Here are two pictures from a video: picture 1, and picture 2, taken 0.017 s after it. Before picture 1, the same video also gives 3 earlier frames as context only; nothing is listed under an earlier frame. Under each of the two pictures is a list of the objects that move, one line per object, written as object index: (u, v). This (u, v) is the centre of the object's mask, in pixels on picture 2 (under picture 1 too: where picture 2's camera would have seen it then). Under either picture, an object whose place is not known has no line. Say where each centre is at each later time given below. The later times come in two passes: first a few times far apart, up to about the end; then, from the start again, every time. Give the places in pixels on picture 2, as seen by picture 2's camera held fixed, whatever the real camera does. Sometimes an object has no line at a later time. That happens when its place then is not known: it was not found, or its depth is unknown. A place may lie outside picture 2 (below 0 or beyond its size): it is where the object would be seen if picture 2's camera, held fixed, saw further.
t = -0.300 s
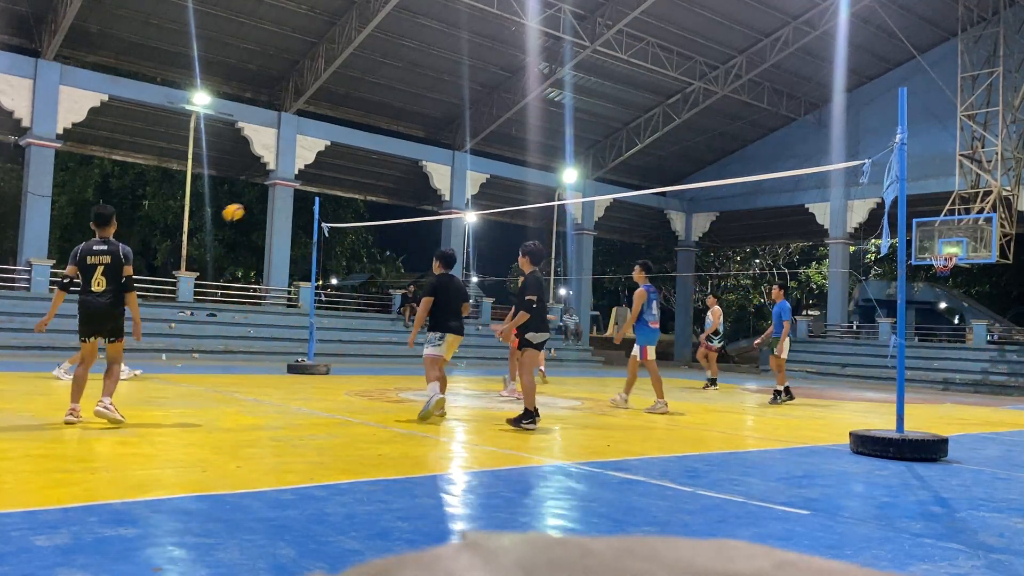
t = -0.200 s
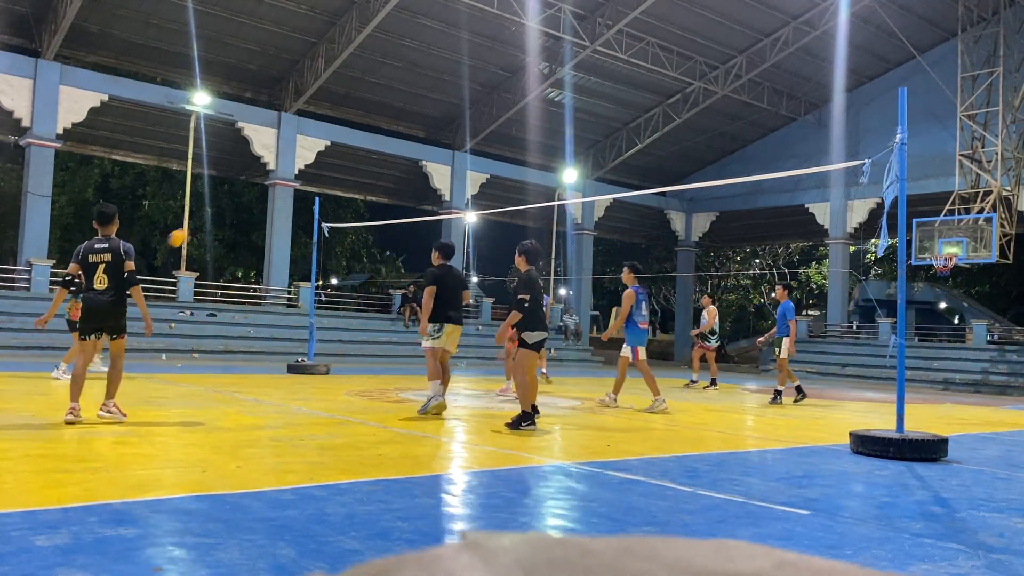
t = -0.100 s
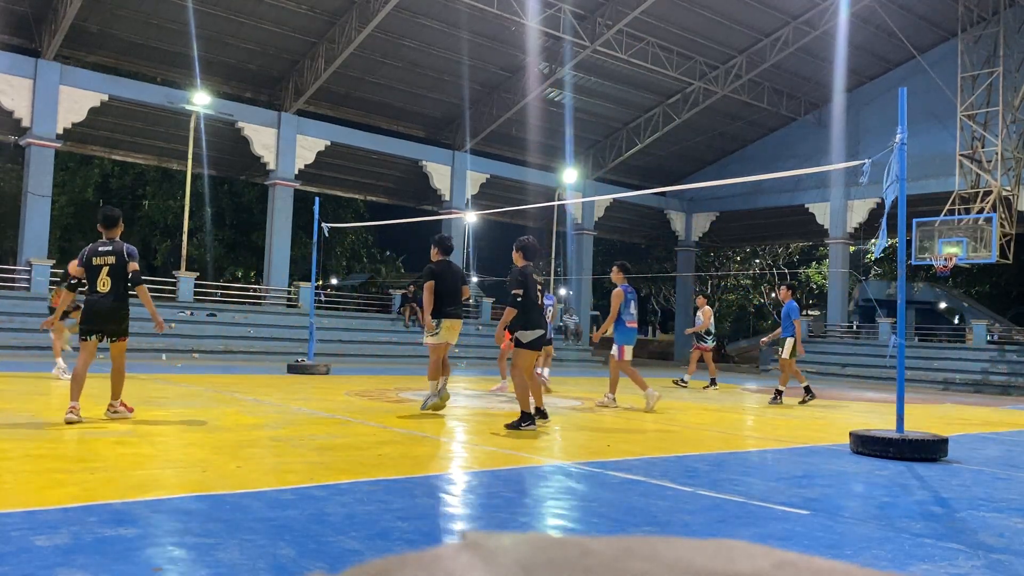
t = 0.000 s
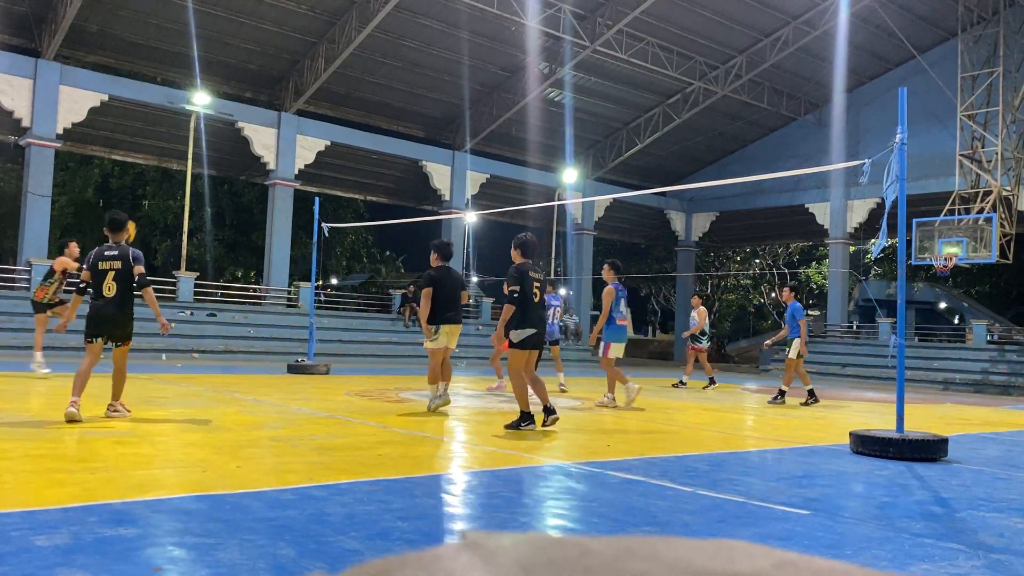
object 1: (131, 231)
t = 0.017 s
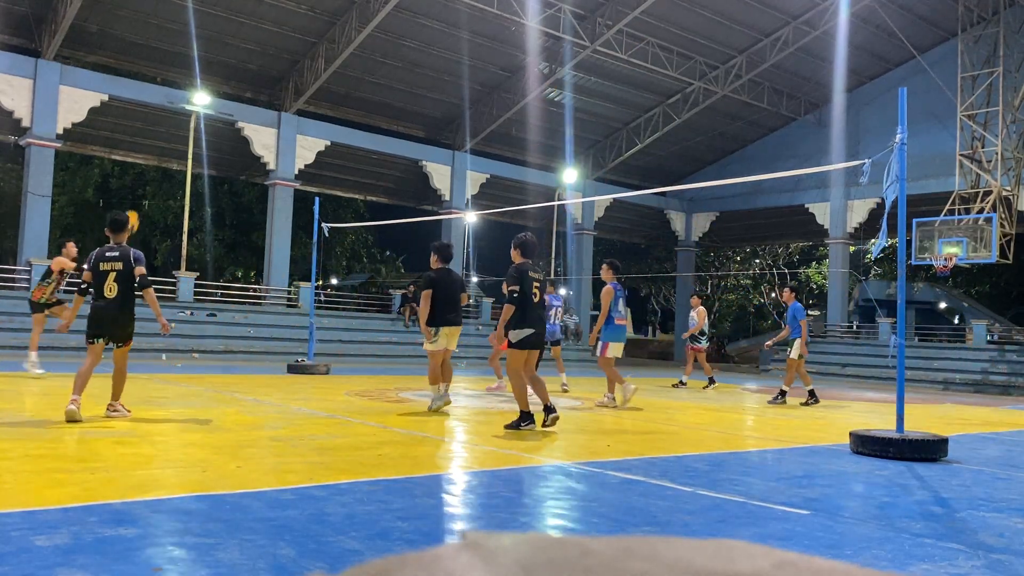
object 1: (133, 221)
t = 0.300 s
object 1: (181, 96)
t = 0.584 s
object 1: (227, 35)
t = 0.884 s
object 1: (269, 35)
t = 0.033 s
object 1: (134, 211)
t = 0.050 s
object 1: (136, 204)
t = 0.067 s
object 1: (139, 195)
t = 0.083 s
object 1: (142, 187)
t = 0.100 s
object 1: (145, 178)
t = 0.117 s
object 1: (148, 170)
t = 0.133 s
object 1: (151, 162)
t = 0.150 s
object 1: (155, 154)
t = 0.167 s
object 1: (158, 147)
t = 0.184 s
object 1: (161, 140)
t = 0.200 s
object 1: (164, 133)
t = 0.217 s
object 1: (167, 126)
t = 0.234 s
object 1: (170, 120)
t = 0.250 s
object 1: (172, 114)
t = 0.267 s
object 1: (175, 108)
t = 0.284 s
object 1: (179, 102)
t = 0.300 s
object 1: (181, 96)
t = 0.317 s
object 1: (185, 91)
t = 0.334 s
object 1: (187, 85)
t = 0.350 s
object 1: (190, 81)
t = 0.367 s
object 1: (193, 77)
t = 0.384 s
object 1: (195, 72)
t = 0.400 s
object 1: (198, 67)
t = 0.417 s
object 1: (201, 63)
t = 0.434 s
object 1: (204, 59)
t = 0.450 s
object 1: (207, 56)
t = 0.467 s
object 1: (209, 52)
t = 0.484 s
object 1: (212, 49)
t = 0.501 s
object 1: (214, 46)
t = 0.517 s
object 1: (217, 44)
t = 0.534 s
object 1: (219, 41)
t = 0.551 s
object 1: (222, 38)
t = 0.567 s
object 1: (224, 36)
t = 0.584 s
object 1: (227, 35)
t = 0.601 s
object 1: (229, 33)
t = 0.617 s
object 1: (232, 31)
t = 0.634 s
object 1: (234, 30)
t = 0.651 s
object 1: (237, 29)
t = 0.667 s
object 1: (239, 28)
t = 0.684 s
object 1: (241, 27)
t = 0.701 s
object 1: (244, 27)
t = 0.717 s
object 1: (246, 27)
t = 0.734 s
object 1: (249, 26)
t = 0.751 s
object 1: (251, 27)
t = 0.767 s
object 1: (253, 27)
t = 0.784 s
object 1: (256, 27)
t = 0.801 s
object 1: (258, 28)
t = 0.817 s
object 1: (261, 29)
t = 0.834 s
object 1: (263, 30)
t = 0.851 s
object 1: (265, 32)
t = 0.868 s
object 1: (267, 34)
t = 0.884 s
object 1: (269, 35)
